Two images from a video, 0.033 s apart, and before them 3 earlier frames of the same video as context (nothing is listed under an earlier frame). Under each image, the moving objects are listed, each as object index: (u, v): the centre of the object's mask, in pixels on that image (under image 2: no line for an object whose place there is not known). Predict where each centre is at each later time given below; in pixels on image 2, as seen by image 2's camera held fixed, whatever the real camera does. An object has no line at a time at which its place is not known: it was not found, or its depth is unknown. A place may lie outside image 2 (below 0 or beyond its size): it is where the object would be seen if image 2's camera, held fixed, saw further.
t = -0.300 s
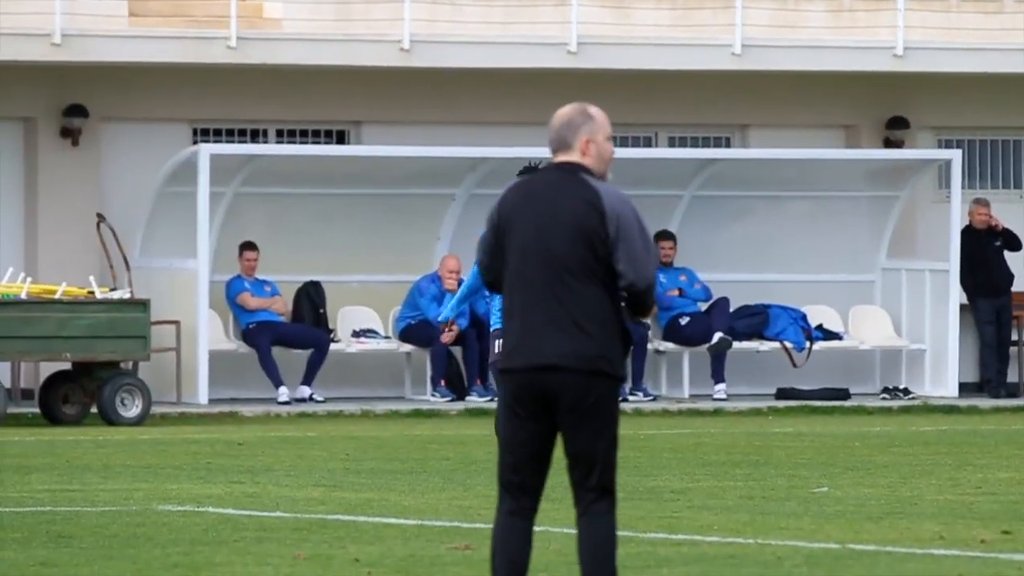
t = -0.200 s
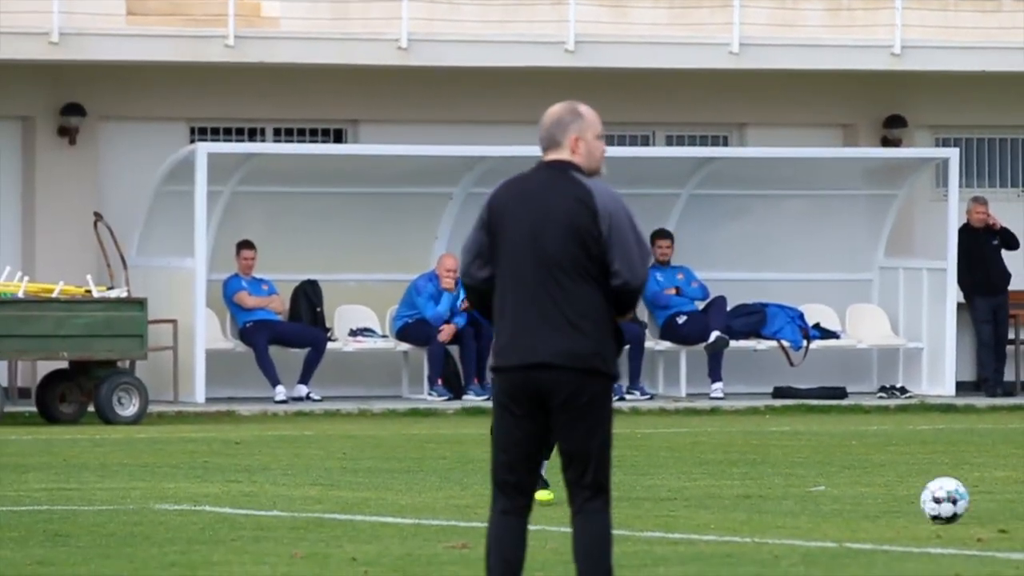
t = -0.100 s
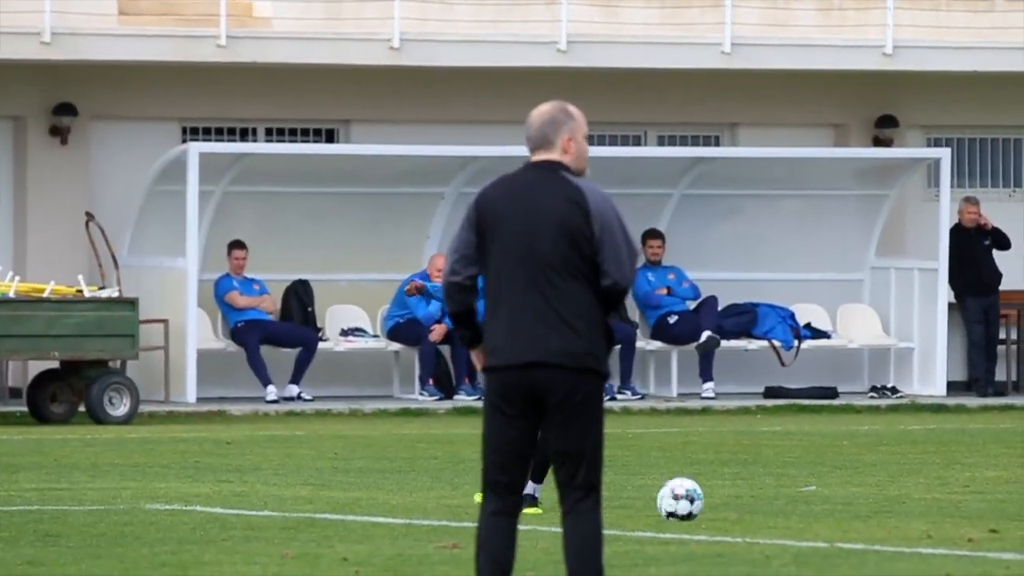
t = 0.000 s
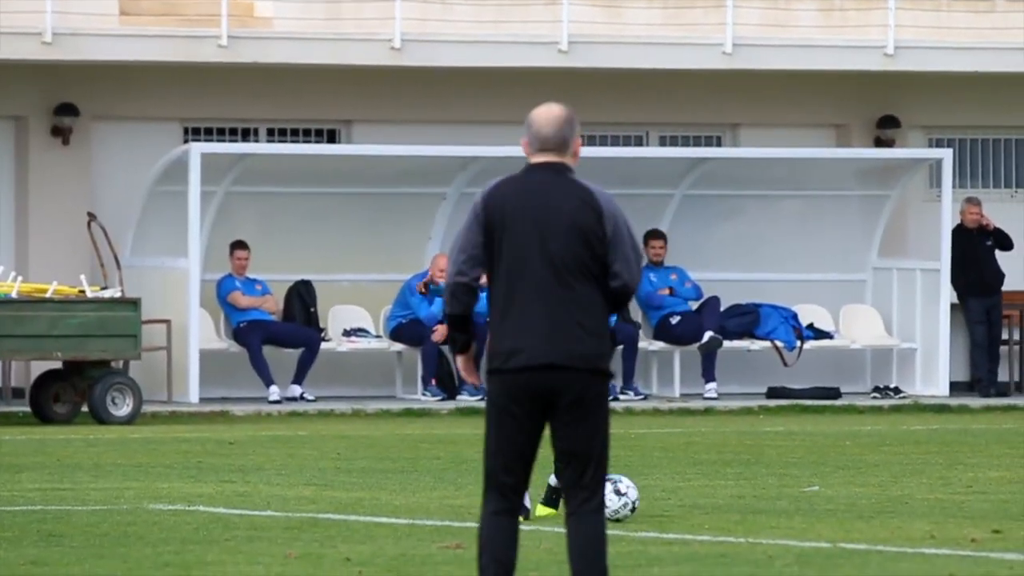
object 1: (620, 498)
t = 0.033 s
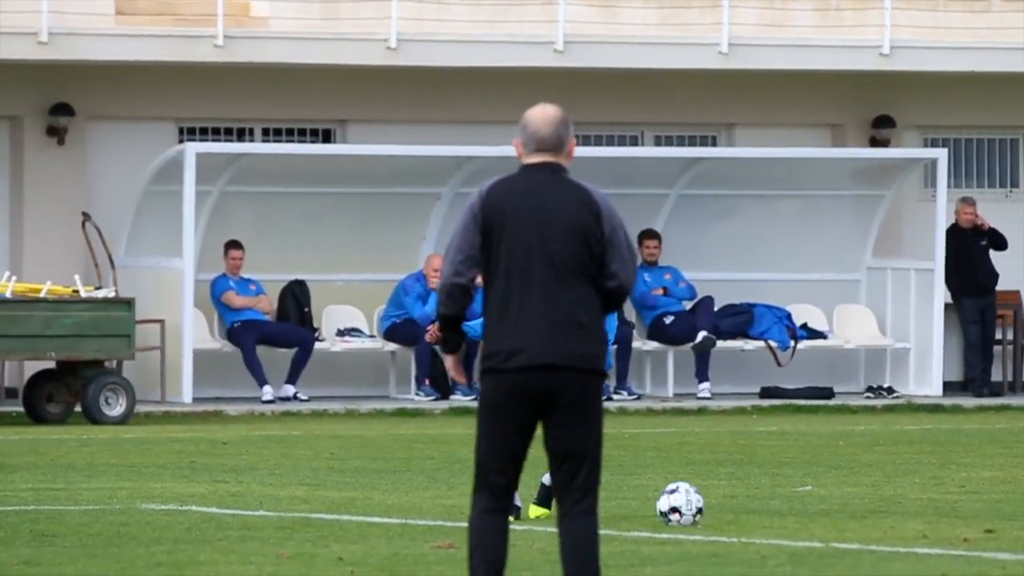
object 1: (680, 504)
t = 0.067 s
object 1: (747, 504)
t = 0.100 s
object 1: (815, 506)
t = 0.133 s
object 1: (884, 515)
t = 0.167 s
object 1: (945, 515)
